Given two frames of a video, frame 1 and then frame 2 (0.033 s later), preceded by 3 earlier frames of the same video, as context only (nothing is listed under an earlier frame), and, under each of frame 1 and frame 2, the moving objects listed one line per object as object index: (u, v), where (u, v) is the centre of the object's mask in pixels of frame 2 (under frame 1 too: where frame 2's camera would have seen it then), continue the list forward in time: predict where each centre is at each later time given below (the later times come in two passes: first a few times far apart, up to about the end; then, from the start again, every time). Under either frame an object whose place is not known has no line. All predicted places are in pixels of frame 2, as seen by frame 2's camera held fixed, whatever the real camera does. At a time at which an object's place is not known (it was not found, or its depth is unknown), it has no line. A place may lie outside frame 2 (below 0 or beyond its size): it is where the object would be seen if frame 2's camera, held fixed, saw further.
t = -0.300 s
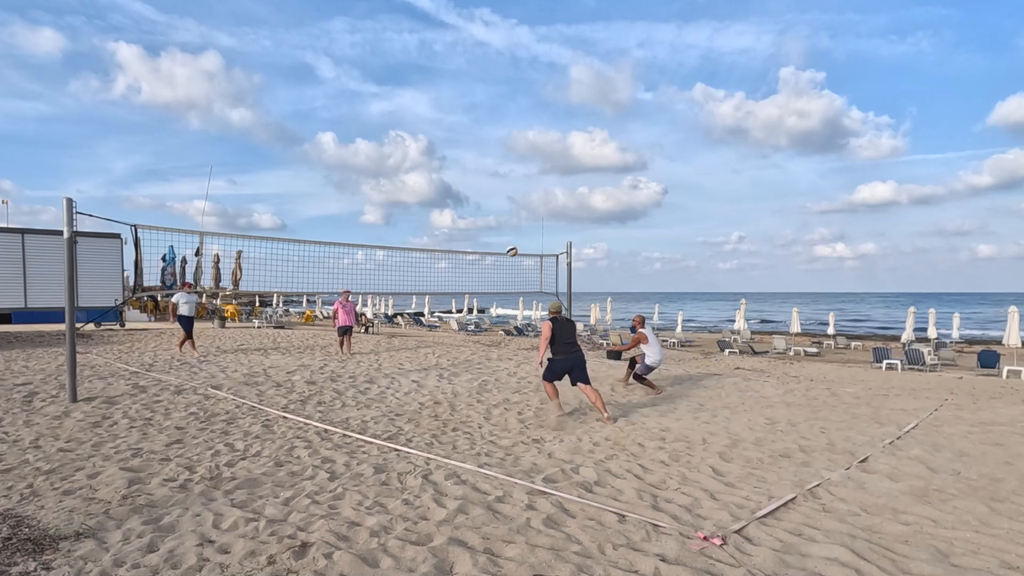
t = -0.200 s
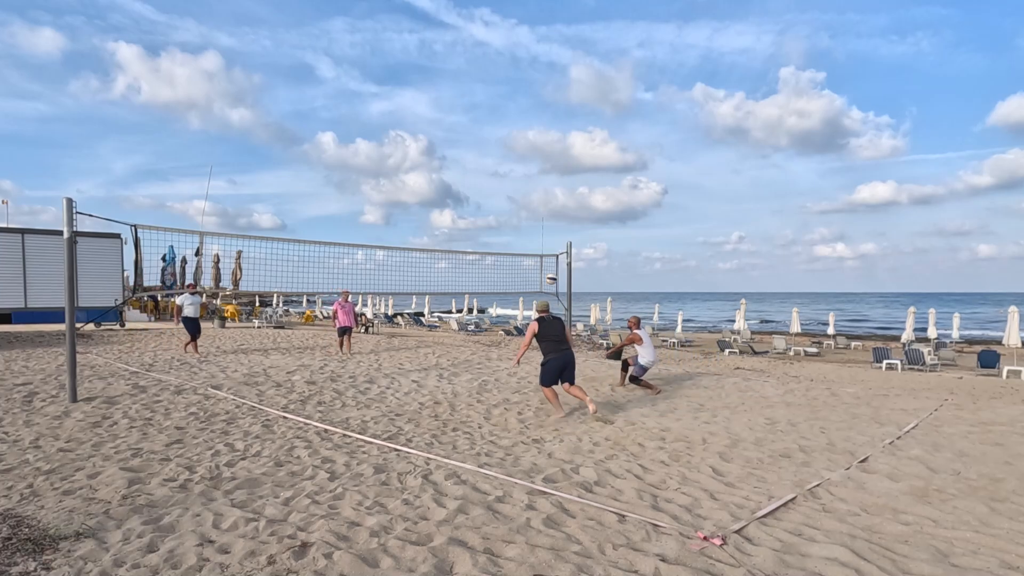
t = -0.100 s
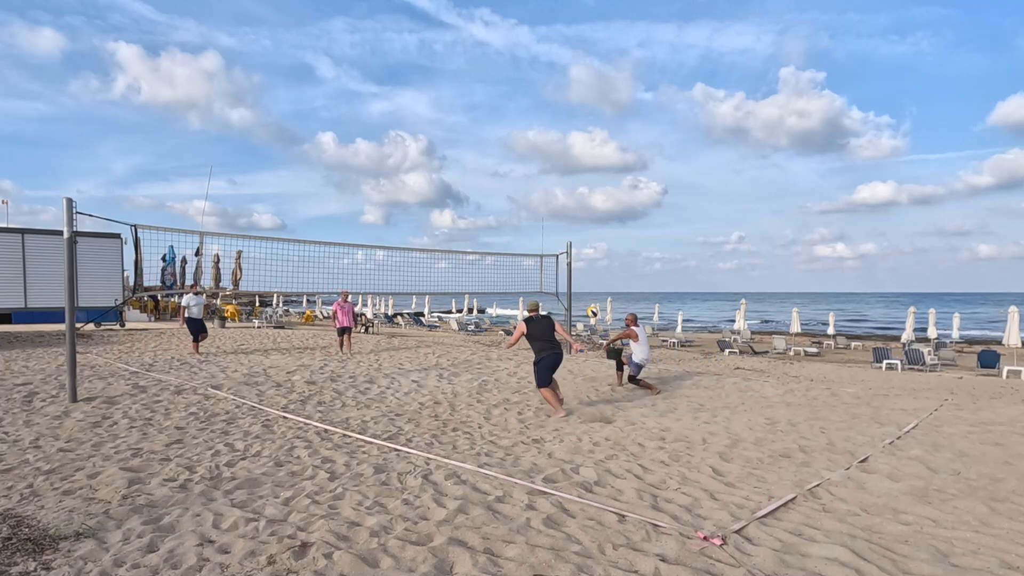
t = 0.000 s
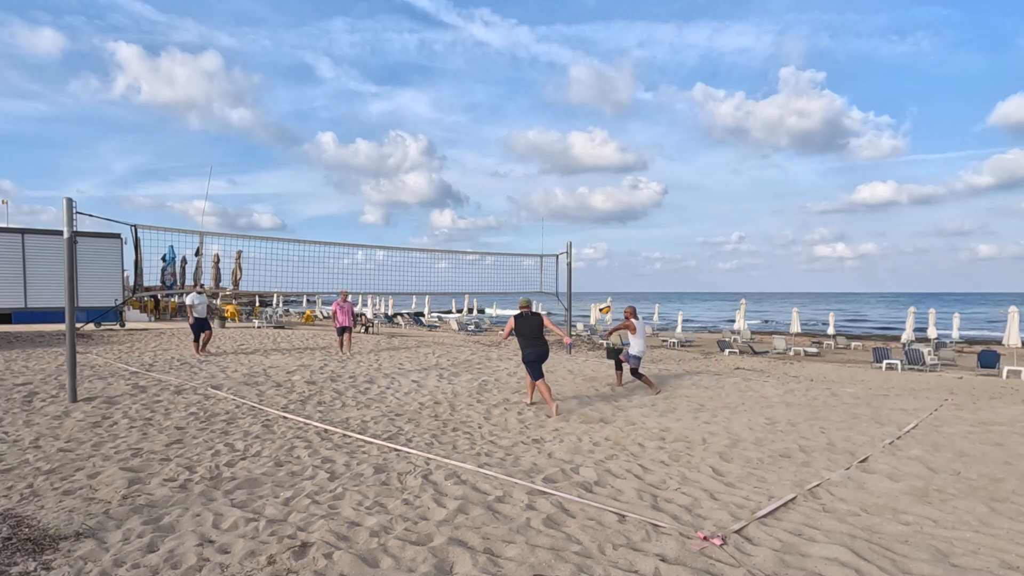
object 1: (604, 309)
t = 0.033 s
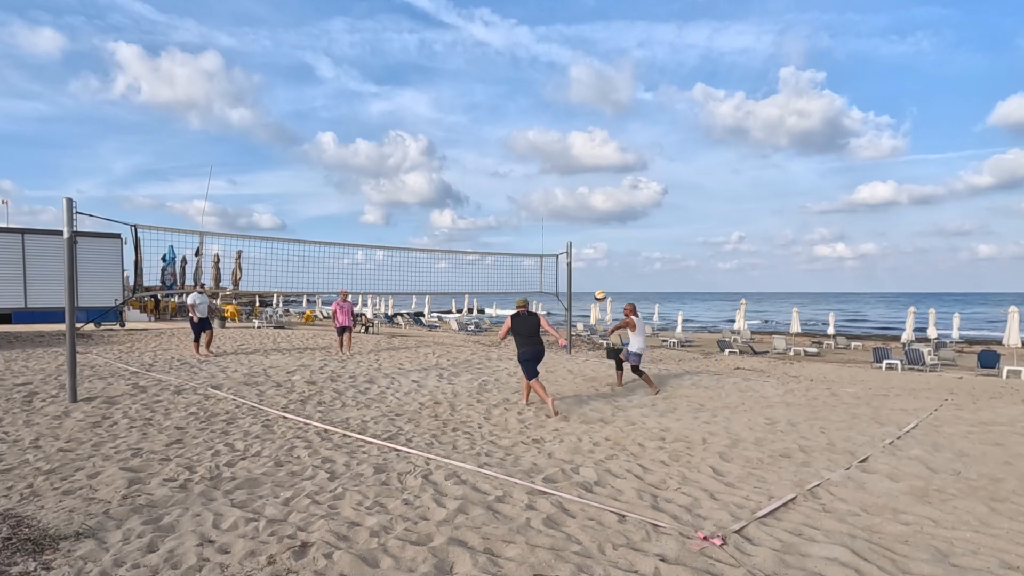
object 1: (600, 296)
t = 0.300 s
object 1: (566, 220)
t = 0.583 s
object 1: (532, 183)
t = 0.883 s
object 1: (497, 190)
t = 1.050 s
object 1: (479, 215)
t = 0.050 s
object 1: (598, 290)
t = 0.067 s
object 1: (595, 285)
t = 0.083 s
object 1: (593, 279)
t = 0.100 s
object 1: (591, 273)
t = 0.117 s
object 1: (589, 268)
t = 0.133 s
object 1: (587, 263)
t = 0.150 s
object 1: (585, 258)
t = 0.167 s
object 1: (583, 253)
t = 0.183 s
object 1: (581, 249)
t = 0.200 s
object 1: (578, 244)
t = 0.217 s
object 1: (576, 240)
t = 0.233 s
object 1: (574, 235)
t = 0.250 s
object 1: (572, 231)
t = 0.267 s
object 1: (570, 228)
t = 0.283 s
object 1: (568, 224)
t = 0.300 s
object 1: (566, 220)
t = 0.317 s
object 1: (564, 217)
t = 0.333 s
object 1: (562, 213)
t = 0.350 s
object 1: (560, 210)
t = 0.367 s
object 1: (558, 207)
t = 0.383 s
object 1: (555, 204)
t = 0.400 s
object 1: (554, 201)
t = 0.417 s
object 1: (552, 199)
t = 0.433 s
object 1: (549, 197)
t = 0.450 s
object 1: (548, 195)
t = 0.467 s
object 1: (546, 193)
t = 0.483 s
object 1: (543, 191)
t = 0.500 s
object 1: (541, 189)
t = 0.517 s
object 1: (539, 187)
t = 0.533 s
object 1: (537, 186)
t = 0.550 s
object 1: (535, 184)
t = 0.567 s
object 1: (534, 184)
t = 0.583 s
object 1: (532, 183)
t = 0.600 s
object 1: (529, 181)
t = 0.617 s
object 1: (527, 181)
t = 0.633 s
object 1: (526, 180)
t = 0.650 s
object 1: (524, 180)
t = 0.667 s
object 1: (522, 179)
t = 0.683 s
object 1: (519, 179)
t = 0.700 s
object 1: (518, 179)
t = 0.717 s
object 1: (516, 180)
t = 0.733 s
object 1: (514, 180)
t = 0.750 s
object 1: (512, 181)
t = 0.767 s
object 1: (510, 181)
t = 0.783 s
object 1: (508, 182)
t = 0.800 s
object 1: (506, 183)
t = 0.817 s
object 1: (504, 184)
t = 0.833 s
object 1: (502, 185)
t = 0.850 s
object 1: (501, 187)
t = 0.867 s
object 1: (499, 189)
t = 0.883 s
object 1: (497, 190)
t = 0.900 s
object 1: (495, 192)
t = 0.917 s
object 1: (493, 194)
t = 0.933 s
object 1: (491, 196)
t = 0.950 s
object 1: (489, 198)
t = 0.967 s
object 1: (488, 200)
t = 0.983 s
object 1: (486, 203)
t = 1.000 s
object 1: (484, 206)
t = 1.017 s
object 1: (482, 209)
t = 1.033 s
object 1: (481, 212)
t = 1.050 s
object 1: (479, 215)
